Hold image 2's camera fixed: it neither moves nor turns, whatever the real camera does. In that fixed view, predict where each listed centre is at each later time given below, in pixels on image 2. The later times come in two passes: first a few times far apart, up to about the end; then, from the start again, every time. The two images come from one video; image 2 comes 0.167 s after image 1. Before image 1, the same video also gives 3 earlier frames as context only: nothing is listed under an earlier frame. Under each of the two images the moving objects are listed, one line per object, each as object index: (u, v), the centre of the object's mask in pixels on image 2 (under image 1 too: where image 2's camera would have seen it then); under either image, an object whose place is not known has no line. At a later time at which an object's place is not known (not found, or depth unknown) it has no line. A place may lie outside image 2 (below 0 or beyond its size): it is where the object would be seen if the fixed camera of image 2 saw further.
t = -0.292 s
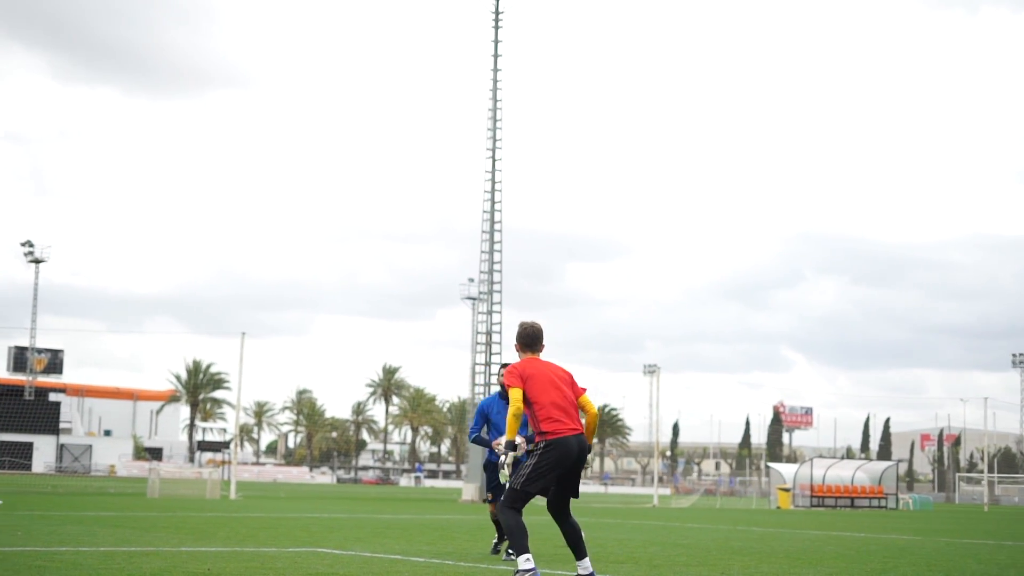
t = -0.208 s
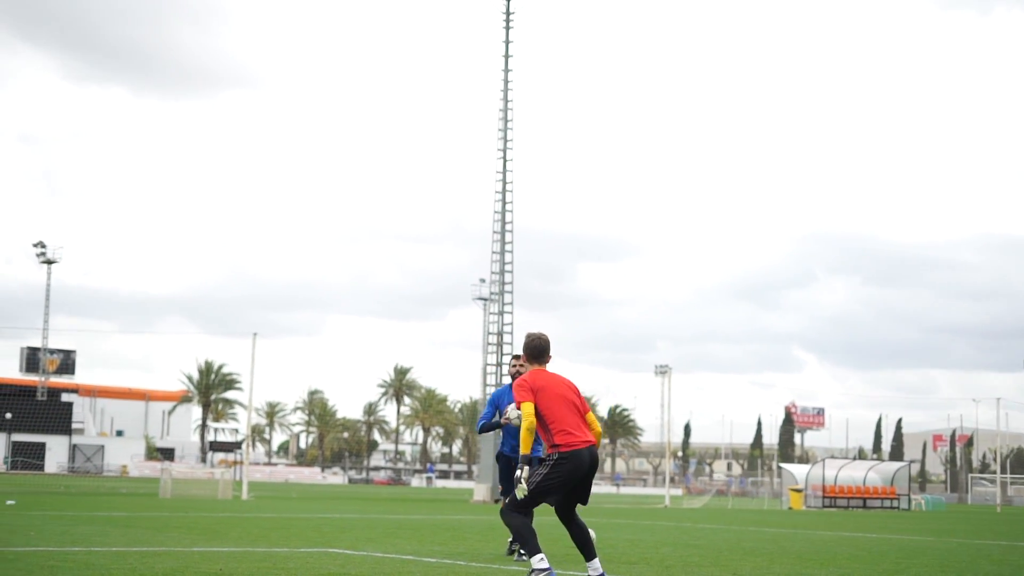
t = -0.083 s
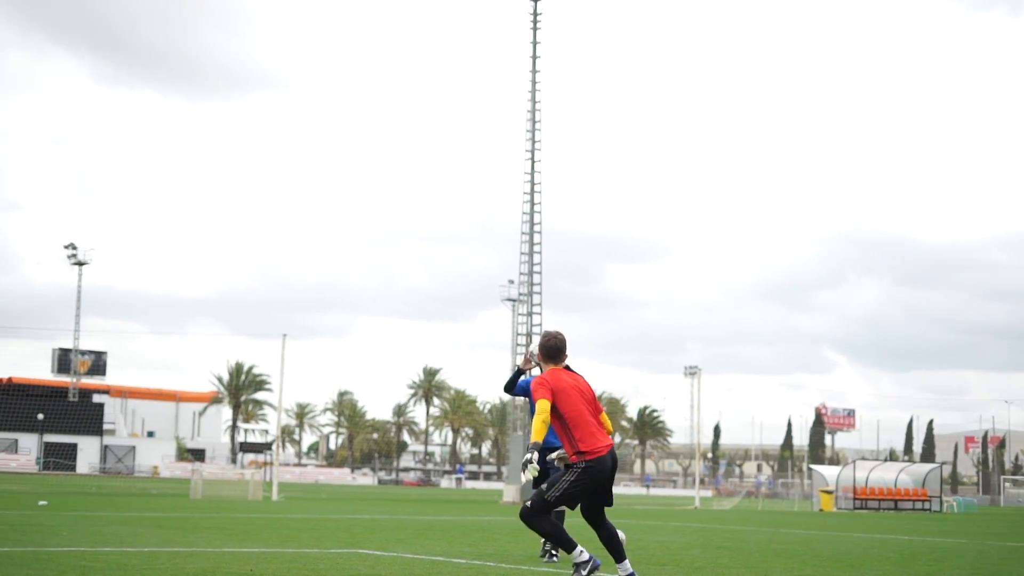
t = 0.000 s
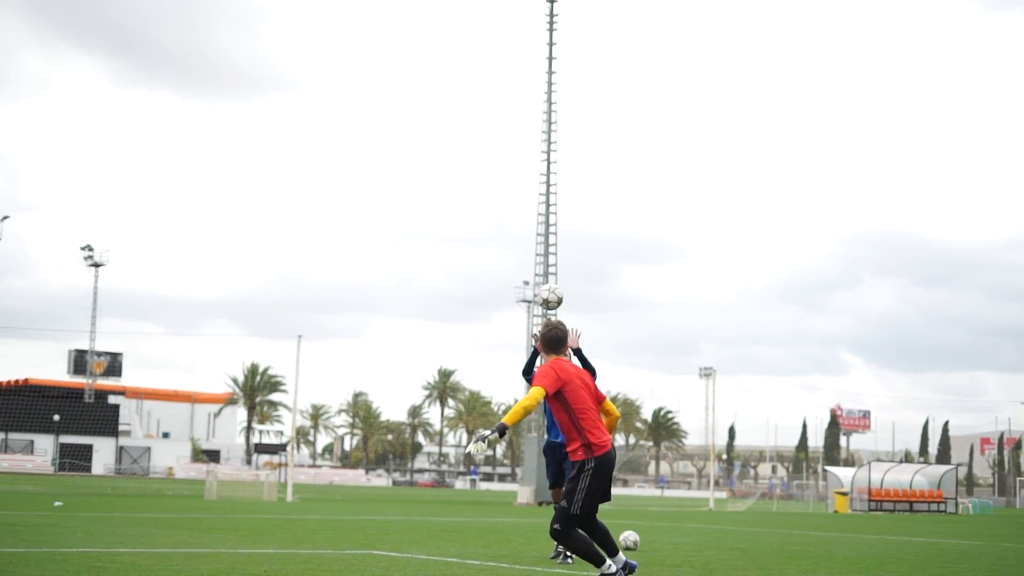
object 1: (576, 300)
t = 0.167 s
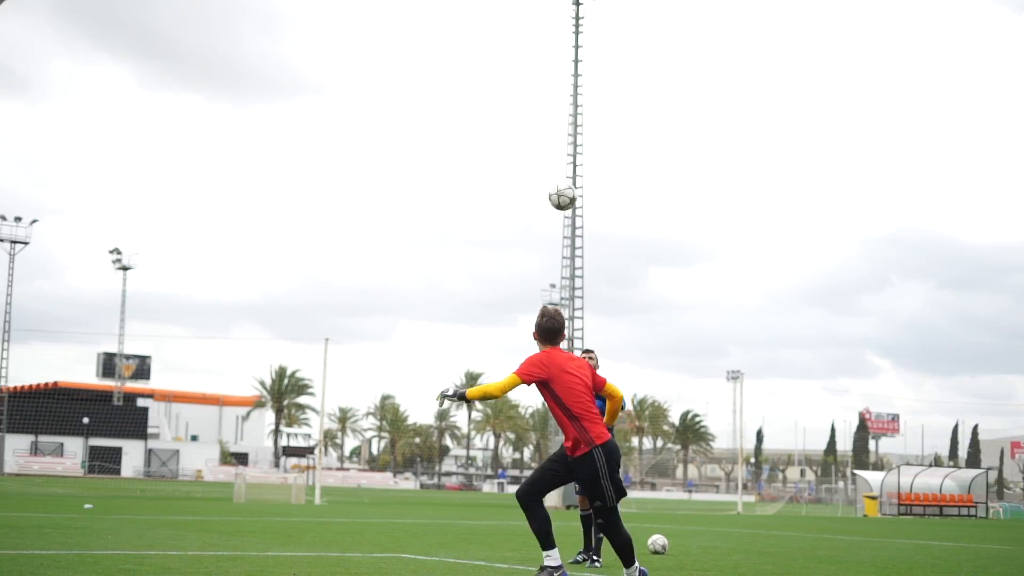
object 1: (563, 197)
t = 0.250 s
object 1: (555, 152)
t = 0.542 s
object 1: (522, 32)
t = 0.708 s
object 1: (494, 1)
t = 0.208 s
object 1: (559, 174)
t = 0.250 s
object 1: (555, 152)
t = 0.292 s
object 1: (551, 130)
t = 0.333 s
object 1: (548, 108)
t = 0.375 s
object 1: (543, 87)
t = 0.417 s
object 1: (538, 72)
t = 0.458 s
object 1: (532, 58)
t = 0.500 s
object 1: (528, 44)
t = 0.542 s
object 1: (522, 32)
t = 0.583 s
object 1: (515, 19)
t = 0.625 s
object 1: (509, 9)
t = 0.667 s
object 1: (502, 3)
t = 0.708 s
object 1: (494, 1)
